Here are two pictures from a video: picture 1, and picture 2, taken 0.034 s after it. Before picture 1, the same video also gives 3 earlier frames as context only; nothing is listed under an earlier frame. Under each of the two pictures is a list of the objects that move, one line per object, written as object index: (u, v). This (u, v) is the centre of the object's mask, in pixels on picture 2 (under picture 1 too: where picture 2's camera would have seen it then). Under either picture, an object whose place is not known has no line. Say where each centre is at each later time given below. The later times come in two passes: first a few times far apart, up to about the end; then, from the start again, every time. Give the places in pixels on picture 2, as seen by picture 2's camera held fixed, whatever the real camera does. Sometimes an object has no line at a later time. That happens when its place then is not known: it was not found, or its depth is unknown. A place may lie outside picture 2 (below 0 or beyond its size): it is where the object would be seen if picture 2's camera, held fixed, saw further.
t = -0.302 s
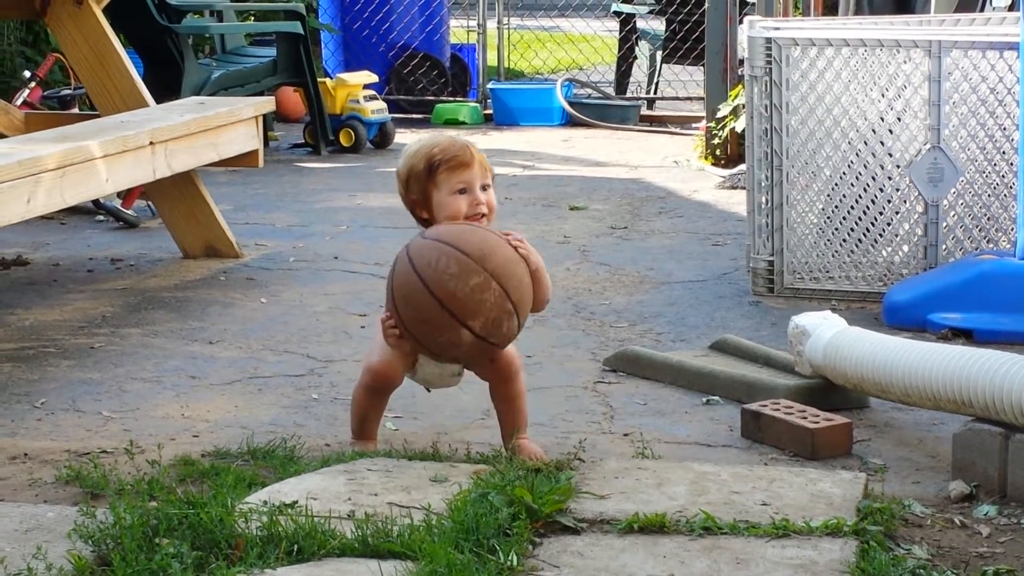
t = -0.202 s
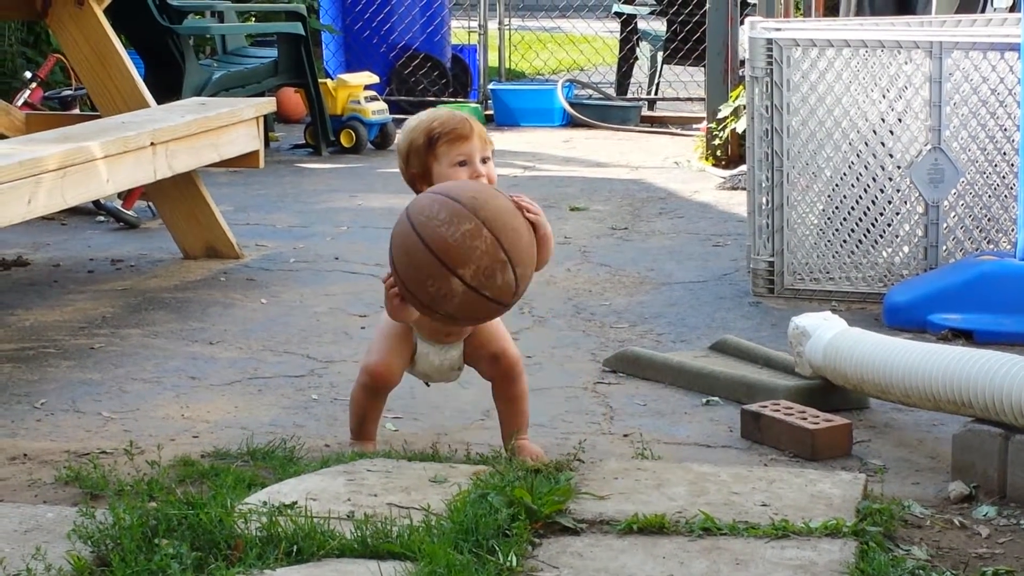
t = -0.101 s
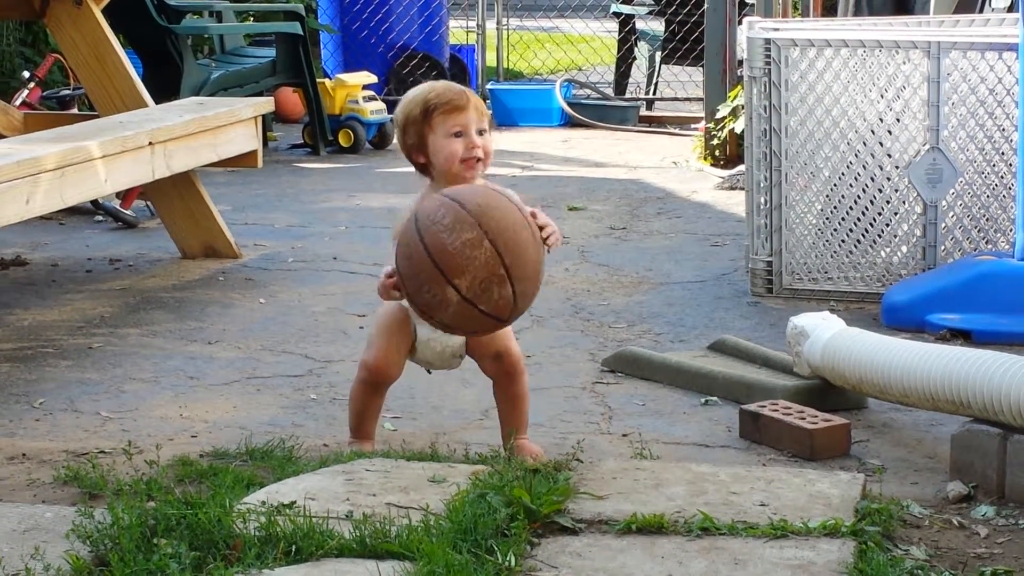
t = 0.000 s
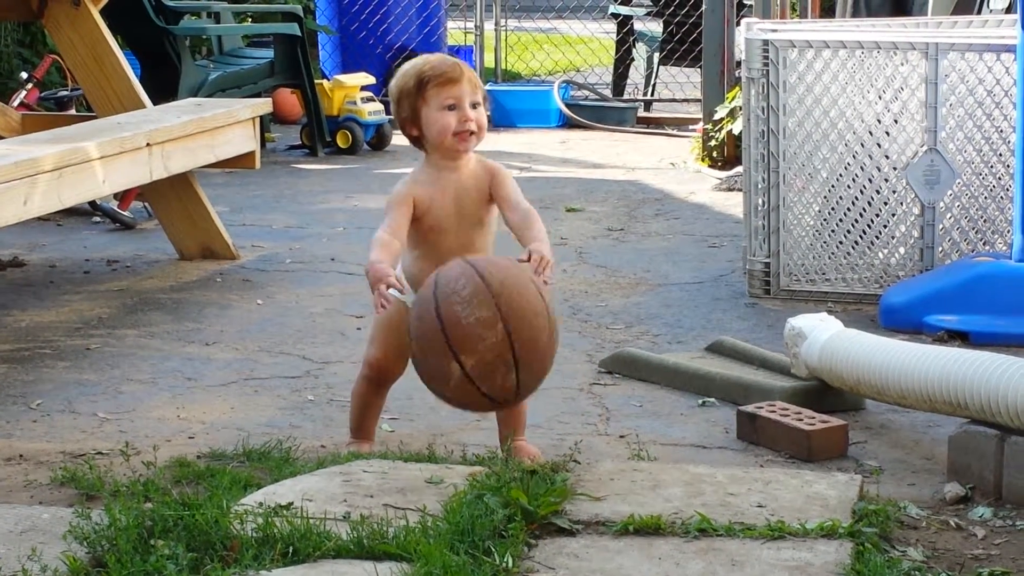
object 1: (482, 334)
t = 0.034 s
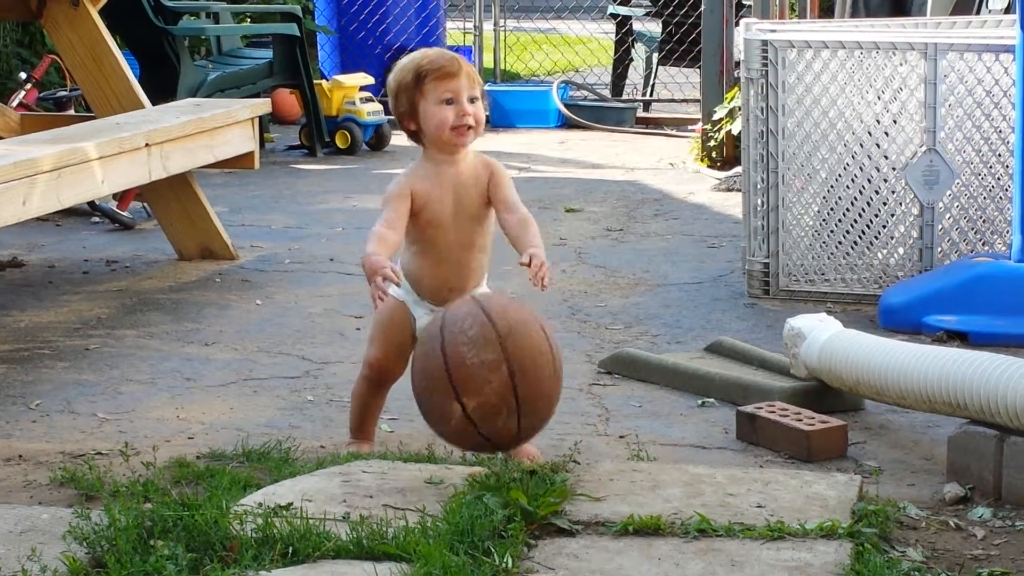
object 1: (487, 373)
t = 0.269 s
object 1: (588, 422)
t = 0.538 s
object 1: (711, 438)
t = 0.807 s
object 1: (843, 452)
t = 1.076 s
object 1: (983, 498)
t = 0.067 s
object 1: (491, 417)
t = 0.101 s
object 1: (503, 420)
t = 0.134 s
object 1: (520, 410)
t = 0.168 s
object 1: (537, 403)
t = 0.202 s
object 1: (553, 402)
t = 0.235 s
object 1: (569, 410)
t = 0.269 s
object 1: (588, 422)
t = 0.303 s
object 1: (603, 425)
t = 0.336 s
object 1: (618, 422)
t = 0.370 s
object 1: (634, 425)
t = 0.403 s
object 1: (649, 433)
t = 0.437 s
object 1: (664, 431)
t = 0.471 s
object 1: (680, 434)
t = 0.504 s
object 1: (695, 435)
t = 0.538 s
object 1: (711, 438)
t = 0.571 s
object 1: (727, 439)
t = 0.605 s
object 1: (744, 441)
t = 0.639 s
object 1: (760, 443)
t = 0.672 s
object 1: (777, 445)
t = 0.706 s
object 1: (793, 446)
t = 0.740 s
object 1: (809, 447)
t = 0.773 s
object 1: (826, 449)
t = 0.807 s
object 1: (843, 452)
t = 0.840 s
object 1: (861, 453)
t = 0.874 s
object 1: (878, 459)
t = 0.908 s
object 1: (895, 468)
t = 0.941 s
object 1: (913, 482)
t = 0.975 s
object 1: (935, 487)
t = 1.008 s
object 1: (957, 490)
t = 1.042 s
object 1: (973, 498)
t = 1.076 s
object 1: (983, 498)
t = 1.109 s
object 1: (993, 499)
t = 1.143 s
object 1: (1003, 501)
